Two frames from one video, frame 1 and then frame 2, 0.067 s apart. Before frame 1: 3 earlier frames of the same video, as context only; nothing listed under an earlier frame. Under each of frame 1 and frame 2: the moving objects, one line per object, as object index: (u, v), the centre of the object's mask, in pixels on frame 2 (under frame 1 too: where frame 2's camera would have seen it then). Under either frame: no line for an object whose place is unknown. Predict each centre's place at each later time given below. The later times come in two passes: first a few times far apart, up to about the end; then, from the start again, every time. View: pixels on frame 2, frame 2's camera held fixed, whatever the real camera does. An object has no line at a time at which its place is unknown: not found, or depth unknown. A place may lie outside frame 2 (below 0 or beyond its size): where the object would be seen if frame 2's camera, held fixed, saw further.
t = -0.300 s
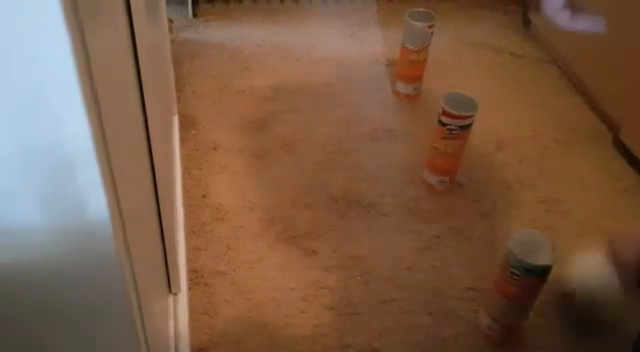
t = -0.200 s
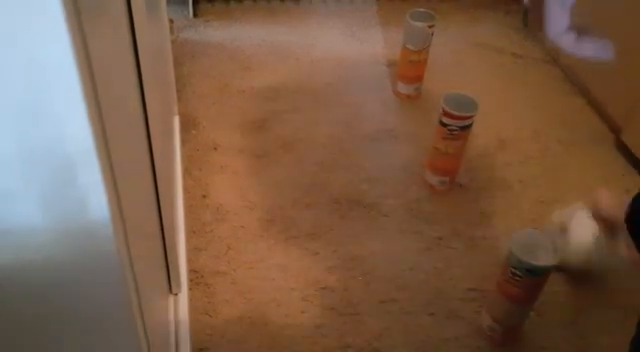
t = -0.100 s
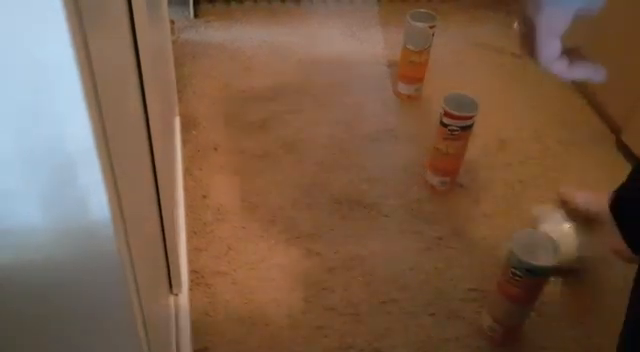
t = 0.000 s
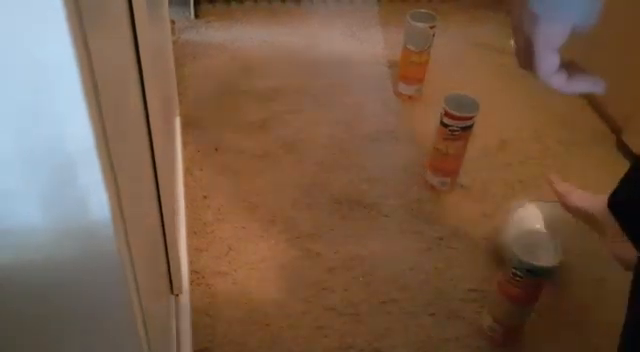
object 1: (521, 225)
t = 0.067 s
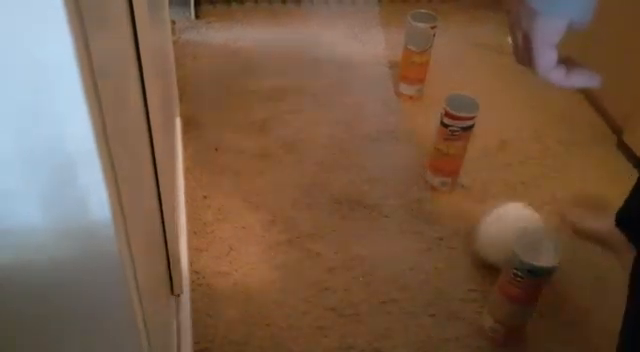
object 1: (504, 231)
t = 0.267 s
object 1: (445, 235)
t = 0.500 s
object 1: (382, 233)
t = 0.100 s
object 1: (494, 234)
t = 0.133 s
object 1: (484, 236)
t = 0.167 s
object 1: (476, 237)
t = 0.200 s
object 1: (466, 238)
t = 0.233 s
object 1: (455, 236)
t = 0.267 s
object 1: (445, 235)
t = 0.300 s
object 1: (435, 234)
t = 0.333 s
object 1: (426, 234)
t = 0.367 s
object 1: (417, 234)
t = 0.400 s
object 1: (408, 234)
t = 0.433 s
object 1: (399, 233)
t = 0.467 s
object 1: (390, 233)
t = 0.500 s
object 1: (382, 233)
